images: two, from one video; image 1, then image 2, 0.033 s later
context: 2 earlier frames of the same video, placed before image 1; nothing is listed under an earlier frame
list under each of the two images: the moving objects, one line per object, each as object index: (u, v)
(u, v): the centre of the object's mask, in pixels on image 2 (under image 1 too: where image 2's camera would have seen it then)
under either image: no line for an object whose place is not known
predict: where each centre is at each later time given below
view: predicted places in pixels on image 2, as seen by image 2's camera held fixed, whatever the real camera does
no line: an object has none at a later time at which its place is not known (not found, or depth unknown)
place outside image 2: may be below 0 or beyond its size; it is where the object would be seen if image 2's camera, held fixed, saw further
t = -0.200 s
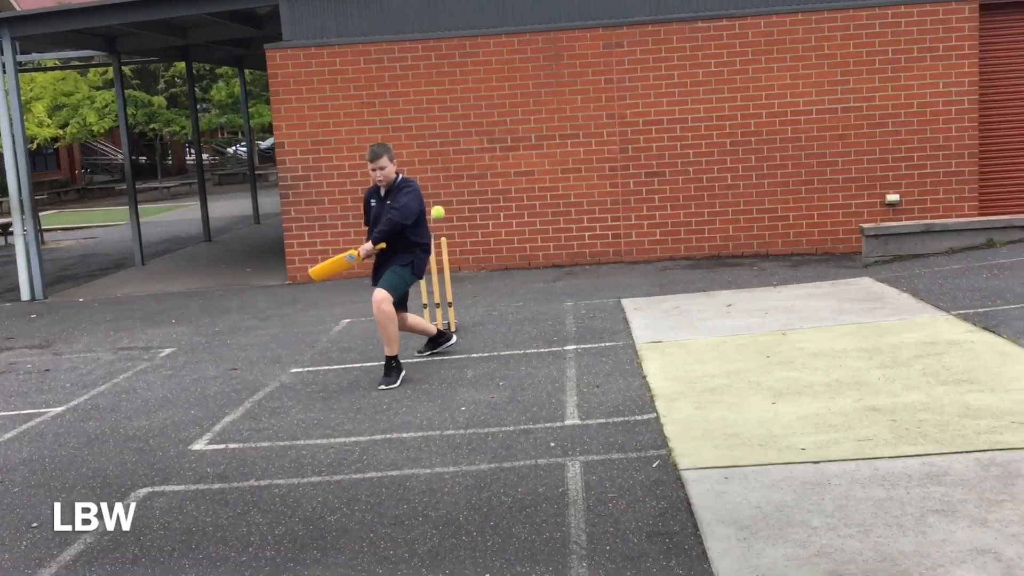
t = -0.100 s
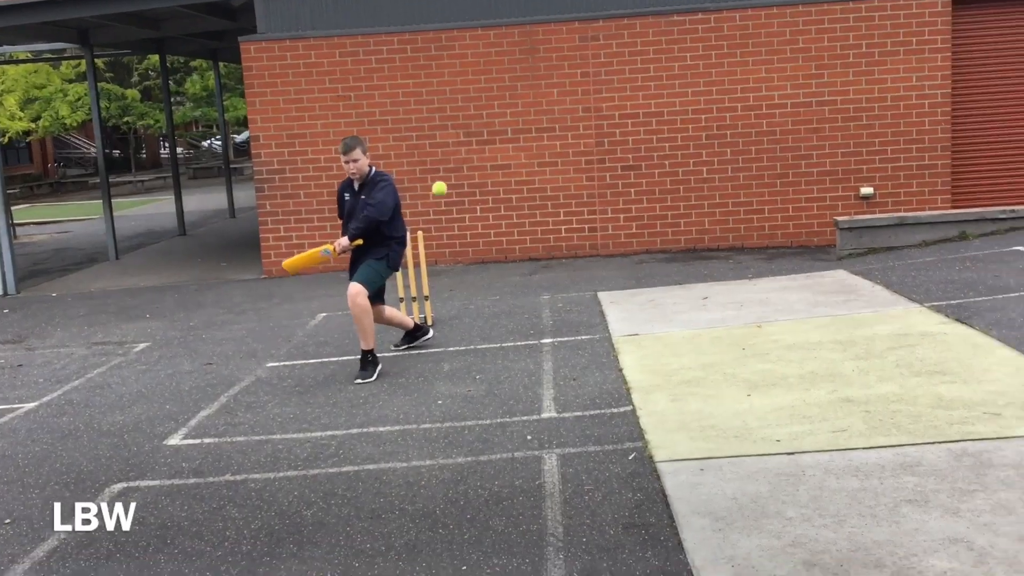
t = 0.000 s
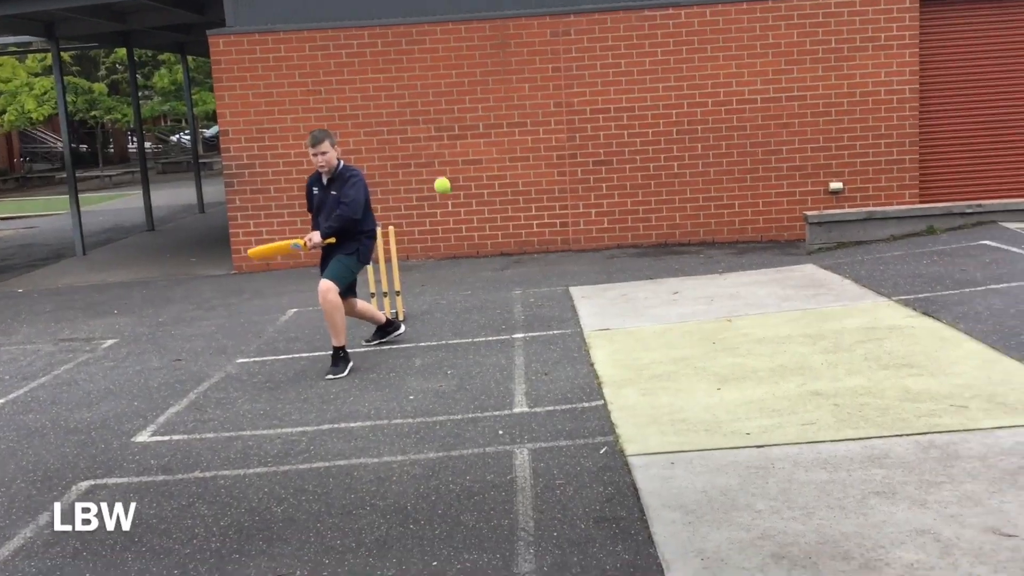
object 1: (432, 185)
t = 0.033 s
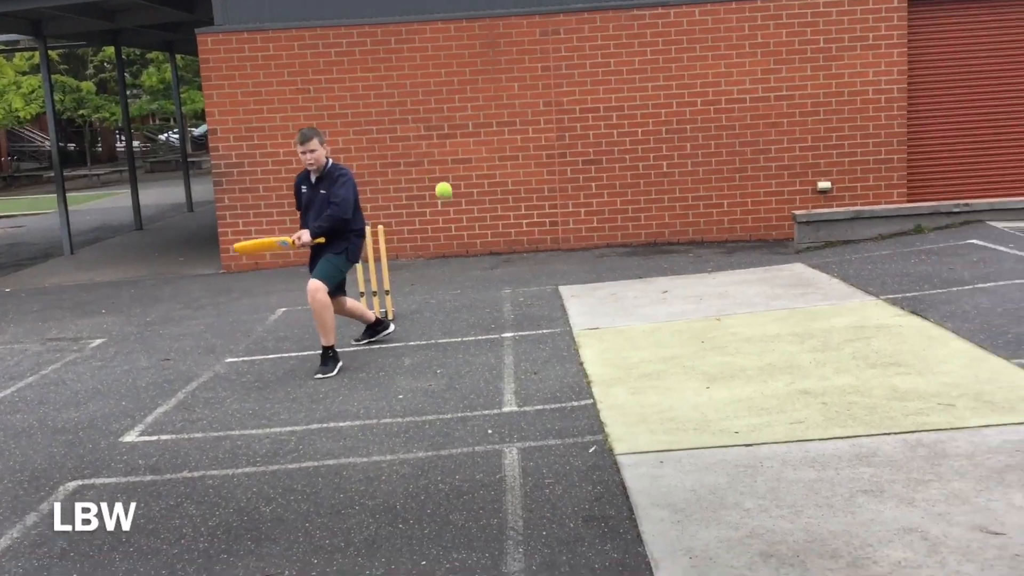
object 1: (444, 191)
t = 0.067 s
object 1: (456, 199)
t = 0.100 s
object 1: (469, 210)
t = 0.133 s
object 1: (484, 226)
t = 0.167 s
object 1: (499, 245)
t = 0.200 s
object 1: (516, 268)
